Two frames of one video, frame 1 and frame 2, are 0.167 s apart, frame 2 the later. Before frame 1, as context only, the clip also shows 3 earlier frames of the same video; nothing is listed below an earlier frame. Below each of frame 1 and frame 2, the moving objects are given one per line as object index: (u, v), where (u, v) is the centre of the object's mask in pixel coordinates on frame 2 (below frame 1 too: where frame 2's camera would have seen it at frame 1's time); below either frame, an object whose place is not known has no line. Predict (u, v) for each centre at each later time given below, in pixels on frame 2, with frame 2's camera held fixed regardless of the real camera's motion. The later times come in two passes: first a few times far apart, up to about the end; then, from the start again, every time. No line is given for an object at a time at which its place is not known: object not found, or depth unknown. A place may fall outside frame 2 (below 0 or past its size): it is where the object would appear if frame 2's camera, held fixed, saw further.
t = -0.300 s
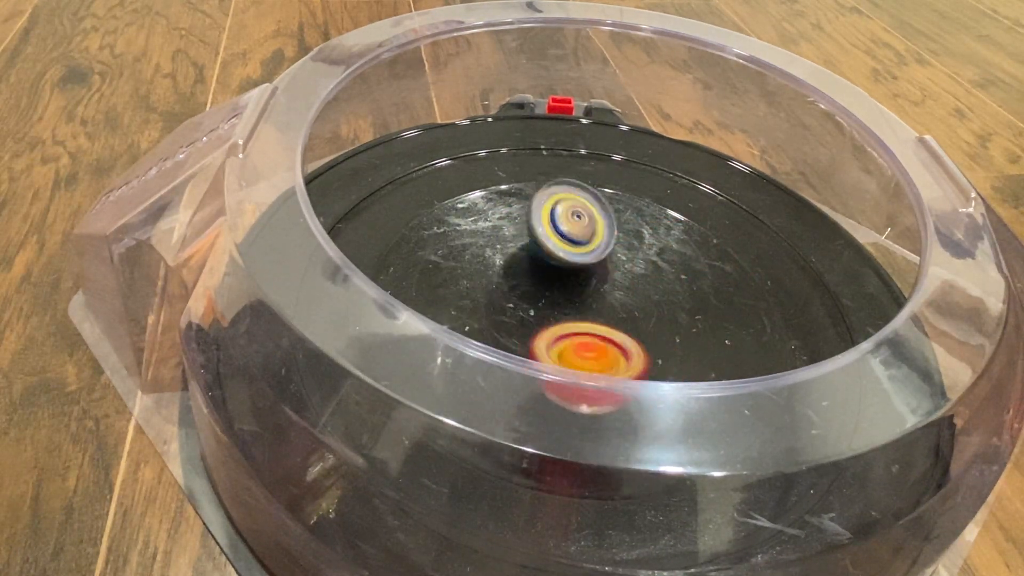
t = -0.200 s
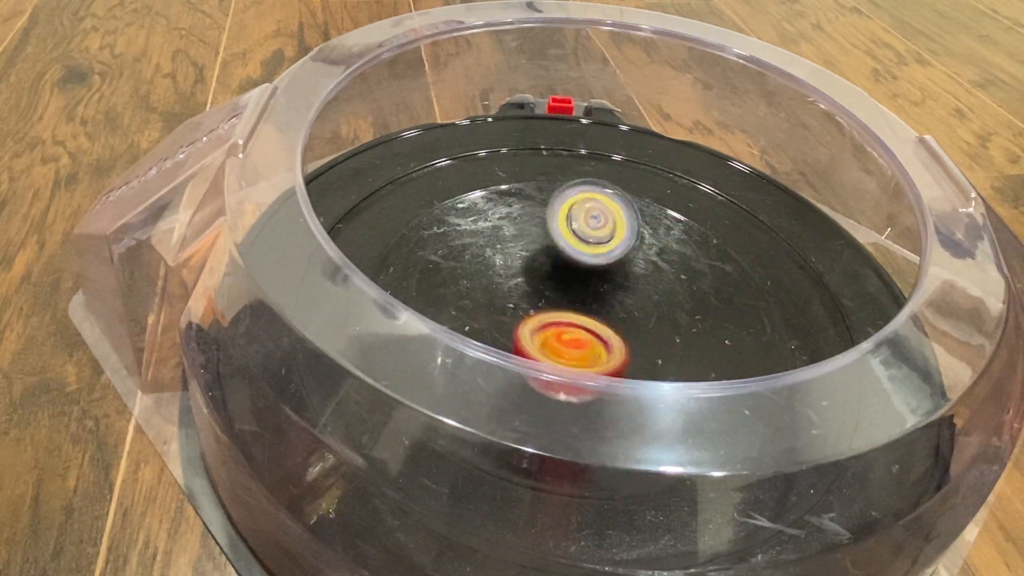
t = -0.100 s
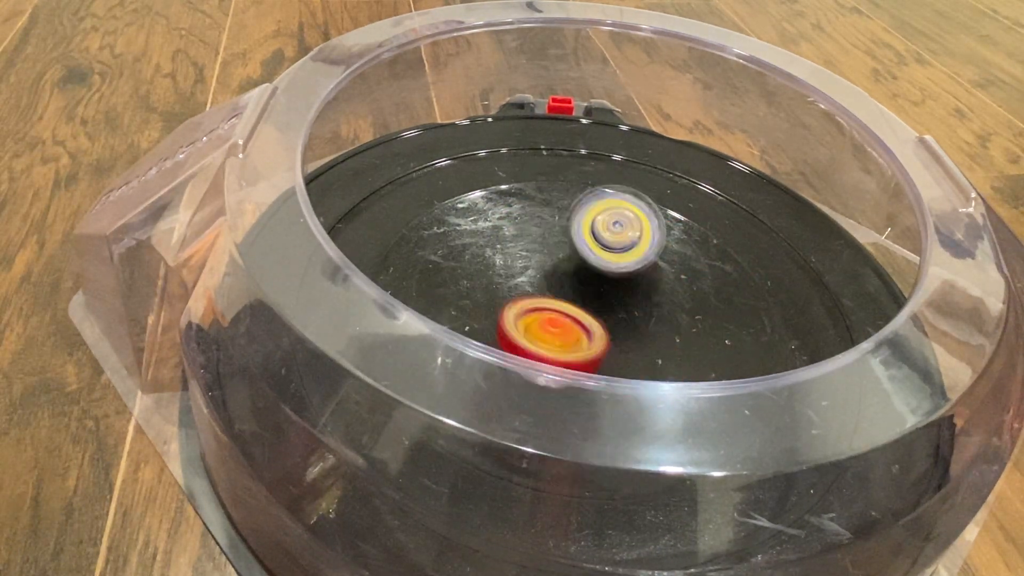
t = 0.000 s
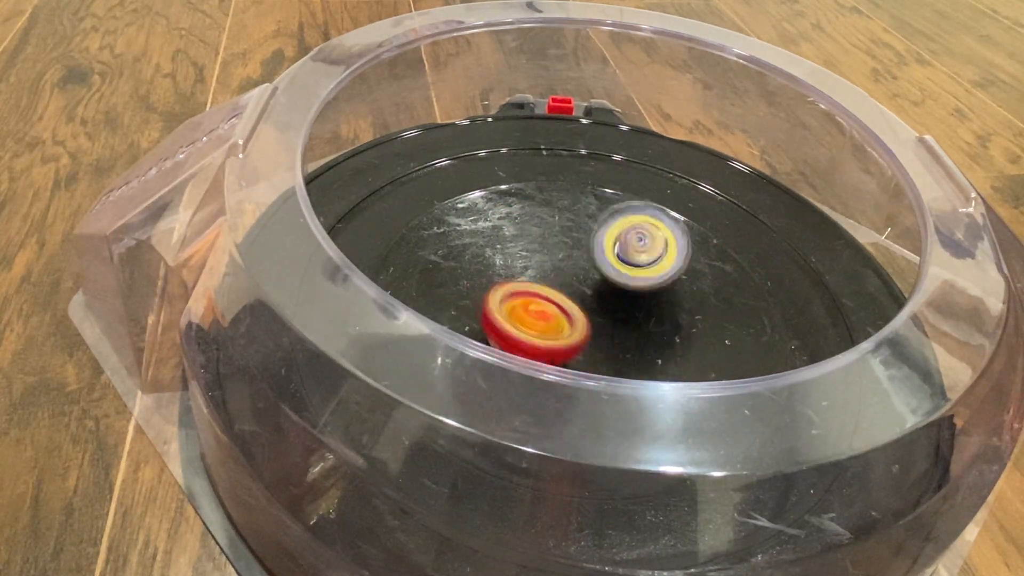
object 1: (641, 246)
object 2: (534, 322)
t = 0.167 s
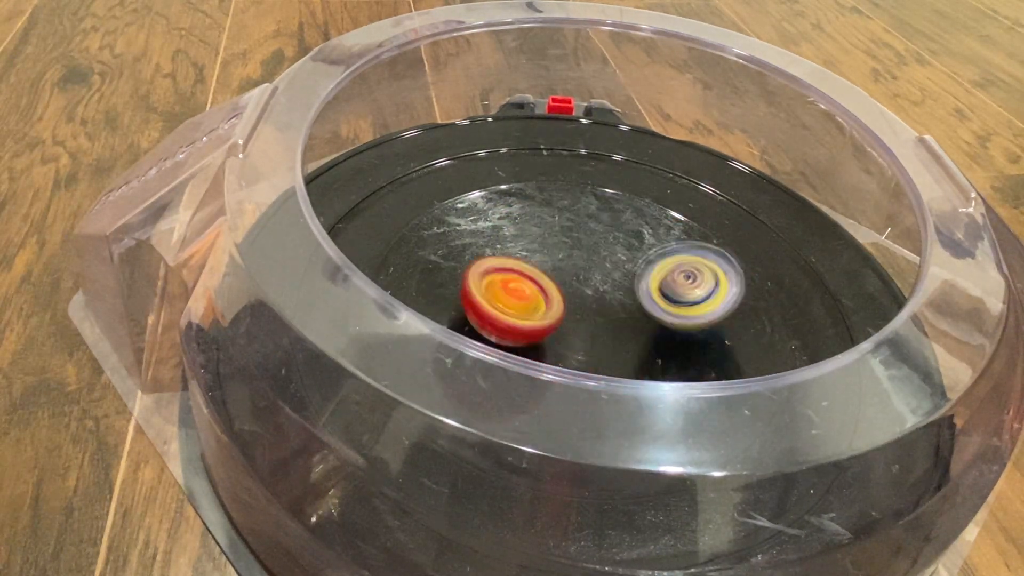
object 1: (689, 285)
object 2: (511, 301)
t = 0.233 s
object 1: (711, 301)
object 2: (507, 294)
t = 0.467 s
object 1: (737, 344)
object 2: (520, 279)
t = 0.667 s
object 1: (632, 347)
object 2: (554, 270)
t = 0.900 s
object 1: (507, 310)
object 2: (591, 262)
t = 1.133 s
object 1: (461, 271)
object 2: (613, 274)
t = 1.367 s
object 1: (521, 267)
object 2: (627, 304)
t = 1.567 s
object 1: (595, 234)
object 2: (626, 346)
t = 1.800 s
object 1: (635, 274)
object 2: (596, 374)
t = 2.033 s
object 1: (644, 327)
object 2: (531, 359)
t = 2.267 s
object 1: (654, 346)
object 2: (457, 300)
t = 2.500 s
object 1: (648, 309)
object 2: (463, 267)
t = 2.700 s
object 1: (595, 307)
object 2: (515, 257)
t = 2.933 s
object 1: (544, 332)
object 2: (571, 230)
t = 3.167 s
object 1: (530, 296)
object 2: (625, 238)
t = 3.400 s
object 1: (532, 279)
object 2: (653, 286)
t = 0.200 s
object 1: (700, 293)
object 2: (509, 297)
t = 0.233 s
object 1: (711, 301)
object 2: (507, 294)
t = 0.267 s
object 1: (721, 310)
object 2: (506, 291)
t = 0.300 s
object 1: (729, 319)
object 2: (506, 288)
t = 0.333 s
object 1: (738, 328)
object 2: (507, 286)
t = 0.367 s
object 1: (745, 335)
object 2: (509, 284)
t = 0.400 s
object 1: (746, 339)
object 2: (512, 282)
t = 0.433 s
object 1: (742, 342)
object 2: (516, 281)
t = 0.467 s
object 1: (737, 344)
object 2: (520, 279)
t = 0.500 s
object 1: (729, 346)
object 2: (524, 278)
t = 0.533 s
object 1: (715, 347)
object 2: (530, 277)
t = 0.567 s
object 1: (696, 348)
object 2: (536, 275)
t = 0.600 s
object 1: (678, 349)
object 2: (542, 273)
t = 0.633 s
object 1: (657, 348)
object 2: (548, 271)
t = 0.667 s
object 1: (632, 347)
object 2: (554, 270)
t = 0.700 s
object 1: (606, 343)
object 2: (560, 268)
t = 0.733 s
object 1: (584, 340)
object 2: (566, 265)
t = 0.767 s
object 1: (565, 335)
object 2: (571, 263)
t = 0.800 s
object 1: (547, 329)
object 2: (577, 262)
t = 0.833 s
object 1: (528, 322)
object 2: (582, 261)
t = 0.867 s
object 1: (517, 315)
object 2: (587, 262)
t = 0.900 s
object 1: (507, 310)
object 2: (591, 262)
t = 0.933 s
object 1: (497, 304)
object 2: (595, 262)
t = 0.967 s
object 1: (488, 299)
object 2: (598, 262)
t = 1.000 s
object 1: (480, 294)
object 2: (601, 264)
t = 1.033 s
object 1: (473, 287)
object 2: (605, 266)
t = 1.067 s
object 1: (466, 280)
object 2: (608, 268)
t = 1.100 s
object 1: (462, 276)
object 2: (611, 270)
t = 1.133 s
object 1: (461, 271)
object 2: (613, 274)
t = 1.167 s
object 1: (460, 266)
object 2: (615, 278)
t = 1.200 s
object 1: (461, 264)
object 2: (617, 282)
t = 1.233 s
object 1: (467, 264)
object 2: (619, 286)
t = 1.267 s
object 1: (475, 264)
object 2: (621, 290)
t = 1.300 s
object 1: (487, 264)
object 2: (623, 295)
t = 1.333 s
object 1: (503, 266)
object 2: (625, 299)
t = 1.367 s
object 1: (521, 267)
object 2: (627, 304)
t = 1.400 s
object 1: (534, 263)
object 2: (629, 310)
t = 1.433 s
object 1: (543, 246)
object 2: (632, 325)
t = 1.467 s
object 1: (552, 243)
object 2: (633, 334)
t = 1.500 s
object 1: (566, 233)
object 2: (631, 339)
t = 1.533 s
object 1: (578, 233)
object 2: (627, 343)
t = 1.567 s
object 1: (595, 234)
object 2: (626, 346)
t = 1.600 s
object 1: (607, 238)
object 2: (624, 348)
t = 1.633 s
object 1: (618, 242)
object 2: (621, 350)
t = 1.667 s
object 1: (625, 247)
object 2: (616, 362)
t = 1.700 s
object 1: (630, 255)
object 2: (611, 366)
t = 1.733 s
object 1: (633, 260)
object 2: (606, 370)
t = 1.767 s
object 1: (635, 269)
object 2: (600, 372)
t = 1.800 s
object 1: (635, 274)
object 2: (596, 374)
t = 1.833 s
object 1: (637, 283)
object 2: (590, 373)
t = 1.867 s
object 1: (638, 289)
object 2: (583, 372)
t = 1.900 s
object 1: (638, 299)
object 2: (577, 372)
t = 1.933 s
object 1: (639, 306)
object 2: (572, 369)
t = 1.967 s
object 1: (641, 313)
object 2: (560, 367)
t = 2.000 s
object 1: (643, 321)
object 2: (543, 364)
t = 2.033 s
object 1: (644, 327)
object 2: (531, 359)
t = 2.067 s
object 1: (644, 335)
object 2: (520, 357)
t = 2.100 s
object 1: (637, 340)
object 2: (513, 352)
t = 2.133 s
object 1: (628, 343)
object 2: (505, 346)
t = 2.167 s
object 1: (622, 345)
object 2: (499, 340)
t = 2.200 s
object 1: (632, 336)
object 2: (486, 318)
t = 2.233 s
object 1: (644, 343)
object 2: (468, 309)
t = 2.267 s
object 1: (654, 346)
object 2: (457, 300)
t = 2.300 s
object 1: (660, 344)
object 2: (452, 293)
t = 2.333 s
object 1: (661, 338)
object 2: (449, 288)
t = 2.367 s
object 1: (661, 332)
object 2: (449, 284)
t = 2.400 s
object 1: (659, 326)
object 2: (450, 279)
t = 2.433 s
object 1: (656, 323)
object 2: (453, 275)
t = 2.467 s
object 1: (654, 313)
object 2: (458, 271)
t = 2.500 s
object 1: (648, 309)
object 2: (463, 267)
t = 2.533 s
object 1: (642, 308)
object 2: (470, 264)
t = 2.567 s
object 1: (633, 309)
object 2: (477, 261)
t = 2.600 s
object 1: (621, 310)
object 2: (485, 259)
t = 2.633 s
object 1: (609, 307)
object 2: (495, 257)
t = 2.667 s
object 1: (602, 307)
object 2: (504, 257)
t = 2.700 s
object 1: (595, 307)
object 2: (515, 257)
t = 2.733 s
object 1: (587, 312)
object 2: (524, 255)
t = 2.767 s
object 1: (584, 321)
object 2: (533, 248)
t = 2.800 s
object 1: (573, 328)
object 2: (540, 243)
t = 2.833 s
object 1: (569, 331)
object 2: (547, 238)
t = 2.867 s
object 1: (559, 334)
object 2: (555, 235)
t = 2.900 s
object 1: (554, 334)
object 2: (562, 232)
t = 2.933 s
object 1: (544, 332)
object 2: (571, 230)
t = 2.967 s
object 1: (540, 330)
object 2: (579, 229)
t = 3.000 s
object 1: (535, 325)
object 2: (588, 228)
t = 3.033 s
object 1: (532, 321)
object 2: (596, 228)
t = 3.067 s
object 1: (530, 316)
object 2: (604, 230)
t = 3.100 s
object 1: (530, 309)
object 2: (611, 231)
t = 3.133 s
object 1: (531, 305)
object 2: (618, 235)
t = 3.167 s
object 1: (530, 296)
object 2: (625, 238)
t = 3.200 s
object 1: (529, 289)
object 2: (631, 243)
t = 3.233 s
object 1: (530, 284)
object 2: (638, 249)
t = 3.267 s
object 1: (531, 281)
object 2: (642, 255)
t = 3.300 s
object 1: (531, 279)
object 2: (646, 262)
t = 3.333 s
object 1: (531, 277)
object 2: (649, 270)
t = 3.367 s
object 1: (531, 277)
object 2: (652, 278)
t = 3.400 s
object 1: (532, 279)
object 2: (653, 286)
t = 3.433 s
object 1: (533, 282)
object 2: (654, 295)
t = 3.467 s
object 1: (534, 285)
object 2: (654, 303)
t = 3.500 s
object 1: (534, 288)
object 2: (653, 312)
